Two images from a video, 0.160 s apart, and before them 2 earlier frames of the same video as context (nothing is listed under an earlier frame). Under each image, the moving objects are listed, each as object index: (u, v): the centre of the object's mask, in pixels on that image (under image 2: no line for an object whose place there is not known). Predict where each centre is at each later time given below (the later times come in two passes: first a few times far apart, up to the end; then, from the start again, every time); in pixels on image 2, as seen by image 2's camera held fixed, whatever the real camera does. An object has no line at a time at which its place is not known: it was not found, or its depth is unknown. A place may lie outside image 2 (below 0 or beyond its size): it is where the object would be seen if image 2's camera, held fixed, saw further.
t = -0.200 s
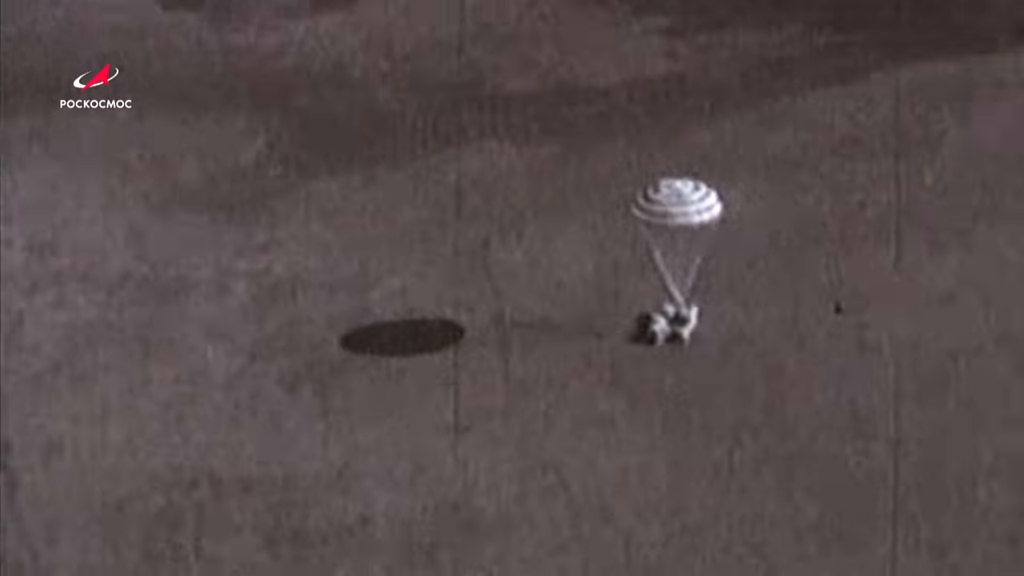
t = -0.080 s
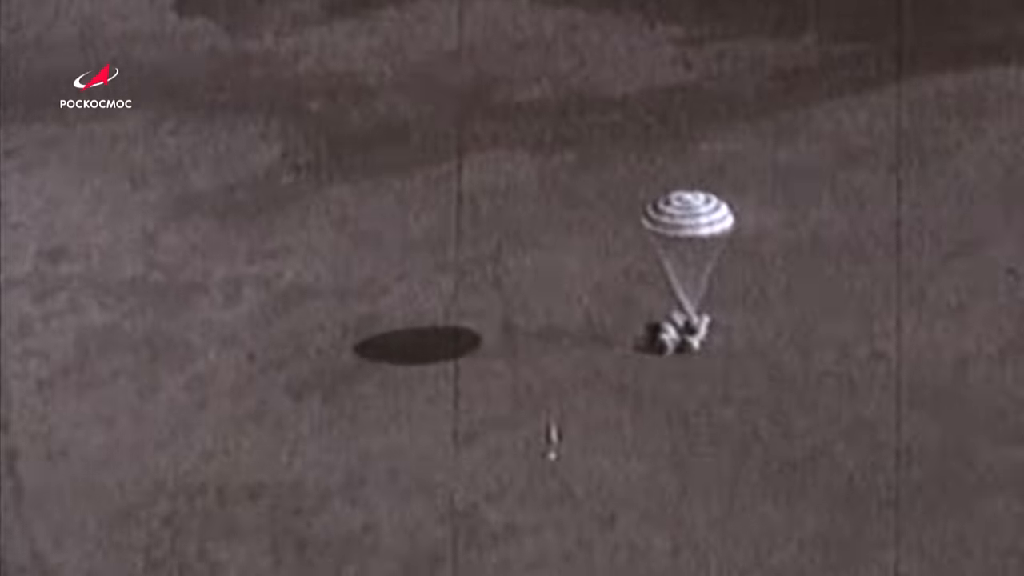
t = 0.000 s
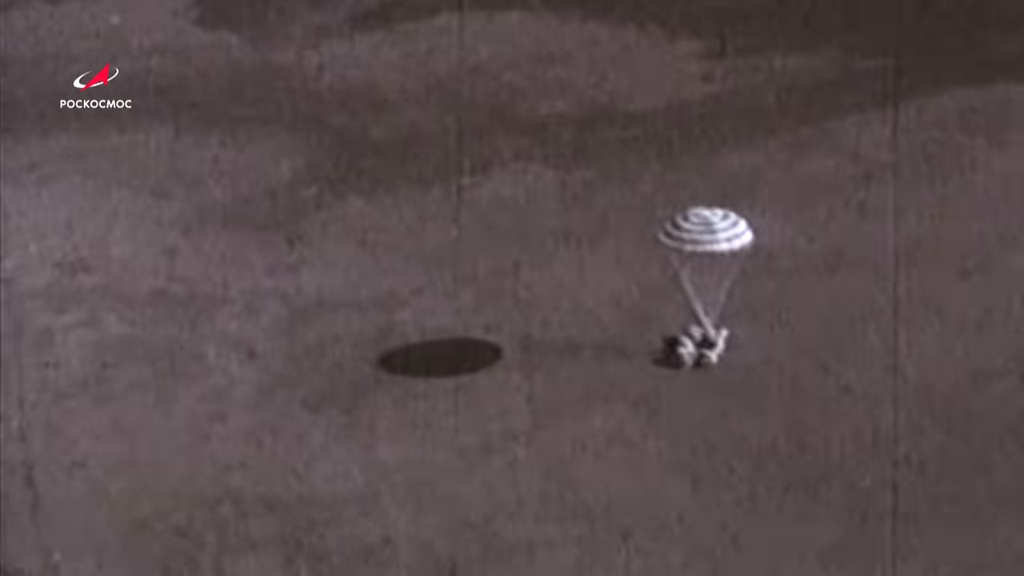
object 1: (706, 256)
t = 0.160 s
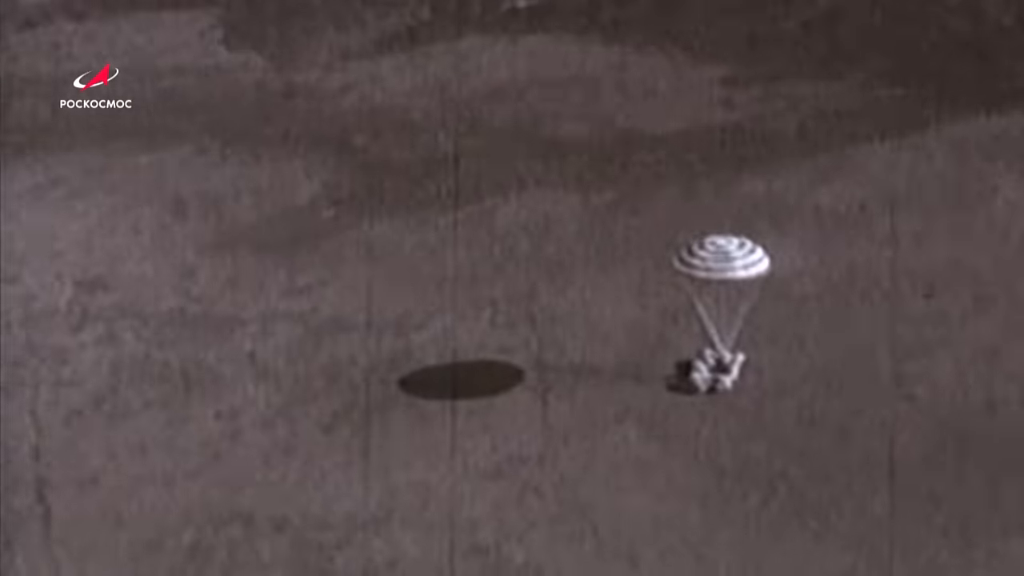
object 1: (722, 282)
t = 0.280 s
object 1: (722, 284)
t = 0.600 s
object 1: (724, 287)
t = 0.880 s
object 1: (726, 289)
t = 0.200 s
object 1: (722, 284)
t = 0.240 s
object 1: (722, 283)
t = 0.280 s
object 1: (722, 284)
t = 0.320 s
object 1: (722, 284)
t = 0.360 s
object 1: (723, 284)
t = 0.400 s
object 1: (723, 285)
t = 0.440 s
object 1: (723, 285)
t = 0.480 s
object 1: (723, 285)
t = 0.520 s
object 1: (723, 285)
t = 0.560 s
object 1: (723, 286)
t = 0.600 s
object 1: (724, 287)
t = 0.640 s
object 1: (724, 287)
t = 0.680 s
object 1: (725, 287)
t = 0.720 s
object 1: (726, 288)
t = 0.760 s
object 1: (726, 288)
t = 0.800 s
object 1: (725, 288)
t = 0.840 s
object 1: (726, 288)
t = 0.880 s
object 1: (726, 289)
